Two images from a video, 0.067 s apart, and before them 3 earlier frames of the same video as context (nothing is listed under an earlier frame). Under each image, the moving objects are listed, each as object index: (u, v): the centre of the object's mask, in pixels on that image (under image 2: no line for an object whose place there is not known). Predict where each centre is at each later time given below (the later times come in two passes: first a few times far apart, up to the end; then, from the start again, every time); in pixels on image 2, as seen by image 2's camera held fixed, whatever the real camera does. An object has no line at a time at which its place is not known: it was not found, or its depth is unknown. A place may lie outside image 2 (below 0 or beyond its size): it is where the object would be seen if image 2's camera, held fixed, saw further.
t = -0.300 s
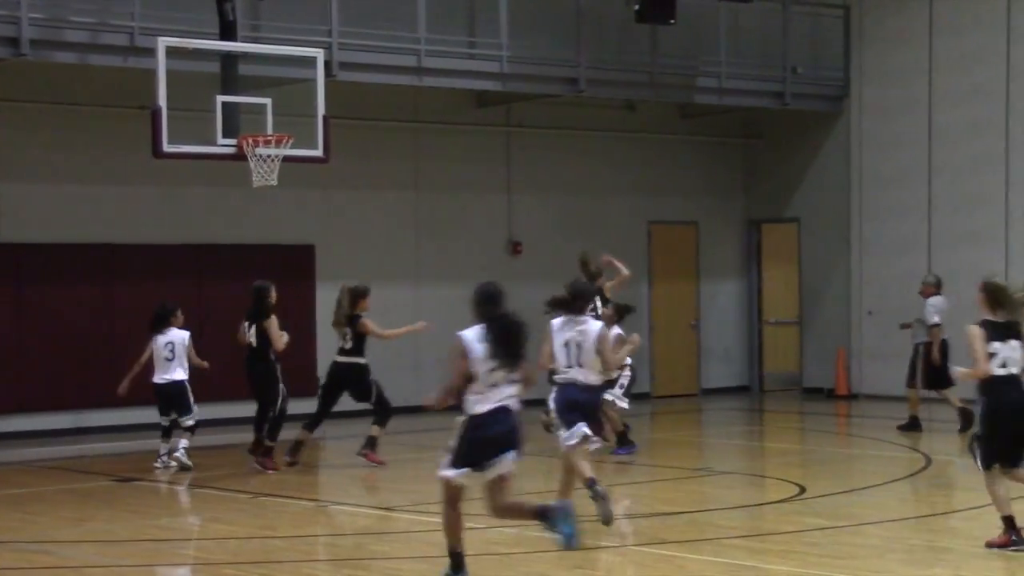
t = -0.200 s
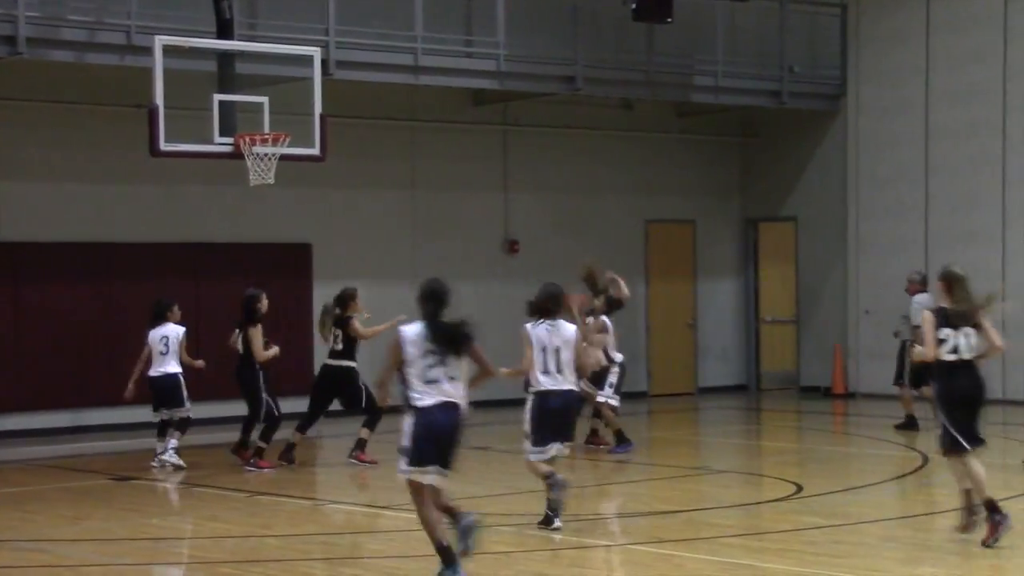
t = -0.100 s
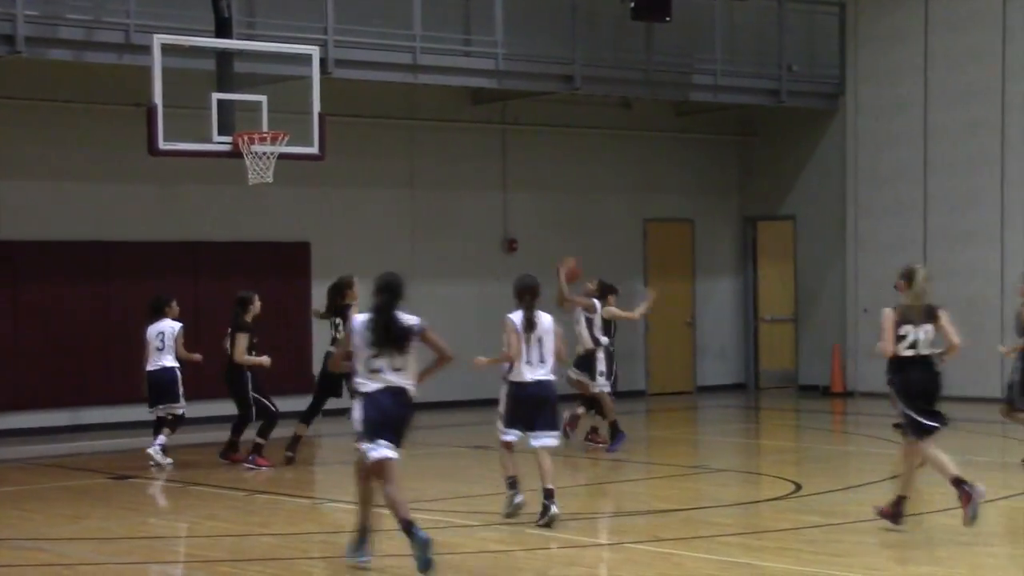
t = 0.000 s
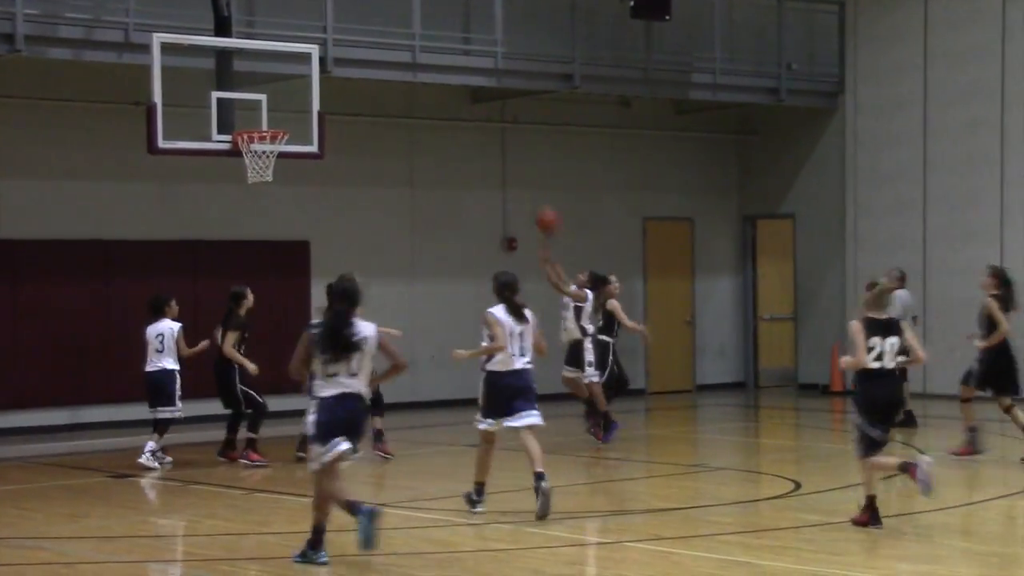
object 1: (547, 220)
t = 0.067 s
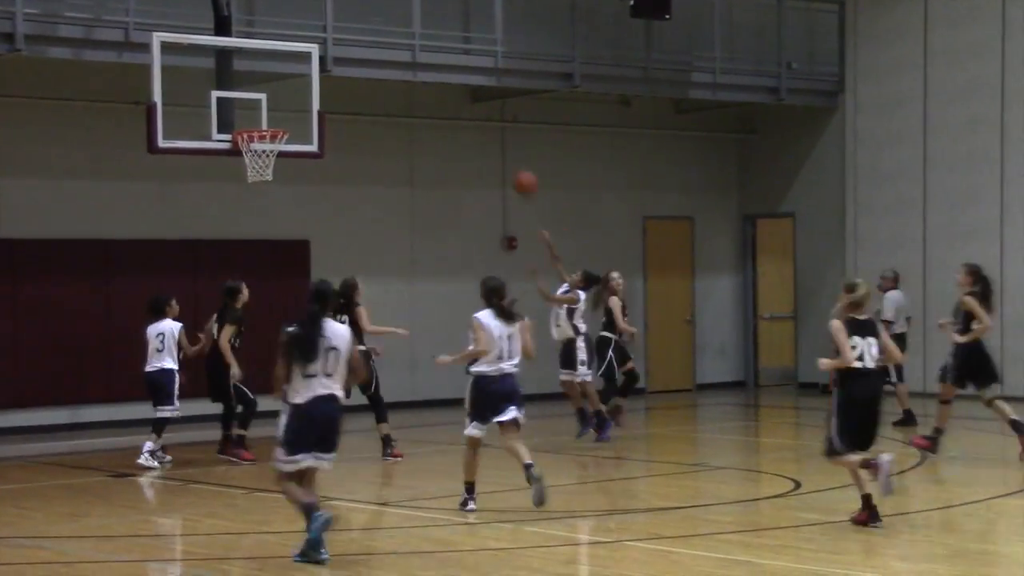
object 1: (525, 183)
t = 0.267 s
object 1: (463, 105)
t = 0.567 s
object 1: (370, 68)
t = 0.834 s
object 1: (290, 111)
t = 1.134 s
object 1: (261, 105)
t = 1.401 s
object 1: (233, 123)
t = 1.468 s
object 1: (225, 135)
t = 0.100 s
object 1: (514, 167)
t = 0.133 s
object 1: (504, 152)
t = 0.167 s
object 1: (493, 139)
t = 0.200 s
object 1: (484, 127)
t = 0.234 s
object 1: (472, 116)
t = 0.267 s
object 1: (463, 105)
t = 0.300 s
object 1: (453, 97)
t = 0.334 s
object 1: (443, 90)
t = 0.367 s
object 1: (431, 83)
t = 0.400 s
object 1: (421, 77)
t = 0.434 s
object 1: (411, 74)
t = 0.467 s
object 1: (400, 70)
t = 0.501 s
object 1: (391, 68)
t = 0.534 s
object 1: (381, 67)
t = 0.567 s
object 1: (370, 68)
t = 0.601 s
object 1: (360, 69)
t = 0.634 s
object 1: (350, 71)
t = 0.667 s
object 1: (339, 77)
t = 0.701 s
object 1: (330, 80)
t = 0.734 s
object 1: (320, 86)
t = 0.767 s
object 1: (310, 94)
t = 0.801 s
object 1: (300, 102)
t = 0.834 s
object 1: (290, 111)
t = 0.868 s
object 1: (282, 118)
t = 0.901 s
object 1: (279, 113)
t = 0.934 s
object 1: (277, 109)
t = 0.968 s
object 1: (274, 106)
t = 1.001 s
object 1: (271, 103)
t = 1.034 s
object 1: (268, 102)
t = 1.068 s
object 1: (266, 102)
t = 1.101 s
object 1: (263, 103)
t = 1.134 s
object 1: (261, 105)
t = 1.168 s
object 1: (258, 109)
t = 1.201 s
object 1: (255, 113)
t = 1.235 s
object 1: (252, 118)
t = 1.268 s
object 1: (248, 118)
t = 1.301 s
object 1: (245, 118)
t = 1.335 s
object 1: (241, 119)
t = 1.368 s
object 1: (237, 120)
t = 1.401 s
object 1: (233, 123)
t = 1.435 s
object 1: (229, 128)
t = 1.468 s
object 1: (225, 135)
